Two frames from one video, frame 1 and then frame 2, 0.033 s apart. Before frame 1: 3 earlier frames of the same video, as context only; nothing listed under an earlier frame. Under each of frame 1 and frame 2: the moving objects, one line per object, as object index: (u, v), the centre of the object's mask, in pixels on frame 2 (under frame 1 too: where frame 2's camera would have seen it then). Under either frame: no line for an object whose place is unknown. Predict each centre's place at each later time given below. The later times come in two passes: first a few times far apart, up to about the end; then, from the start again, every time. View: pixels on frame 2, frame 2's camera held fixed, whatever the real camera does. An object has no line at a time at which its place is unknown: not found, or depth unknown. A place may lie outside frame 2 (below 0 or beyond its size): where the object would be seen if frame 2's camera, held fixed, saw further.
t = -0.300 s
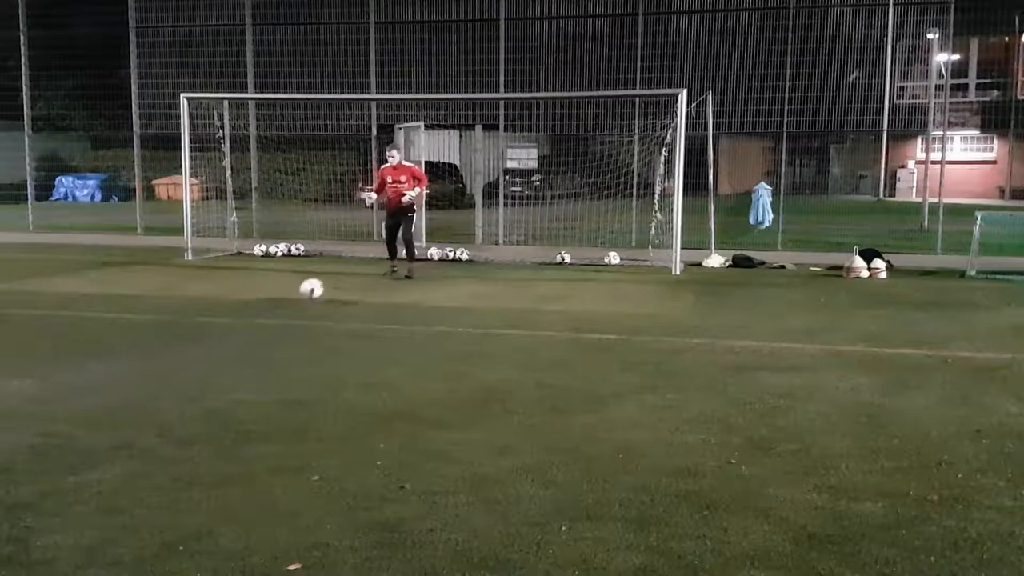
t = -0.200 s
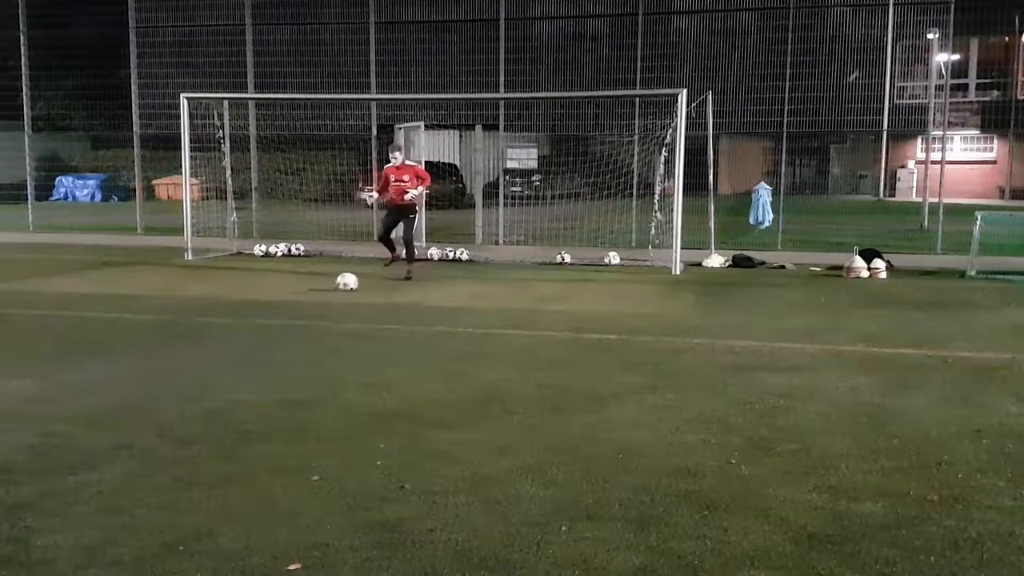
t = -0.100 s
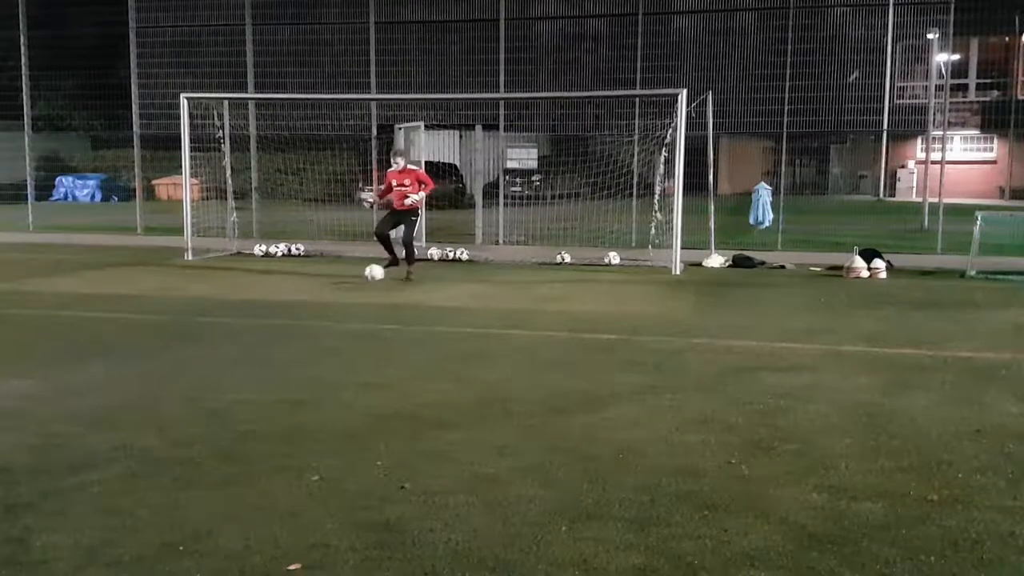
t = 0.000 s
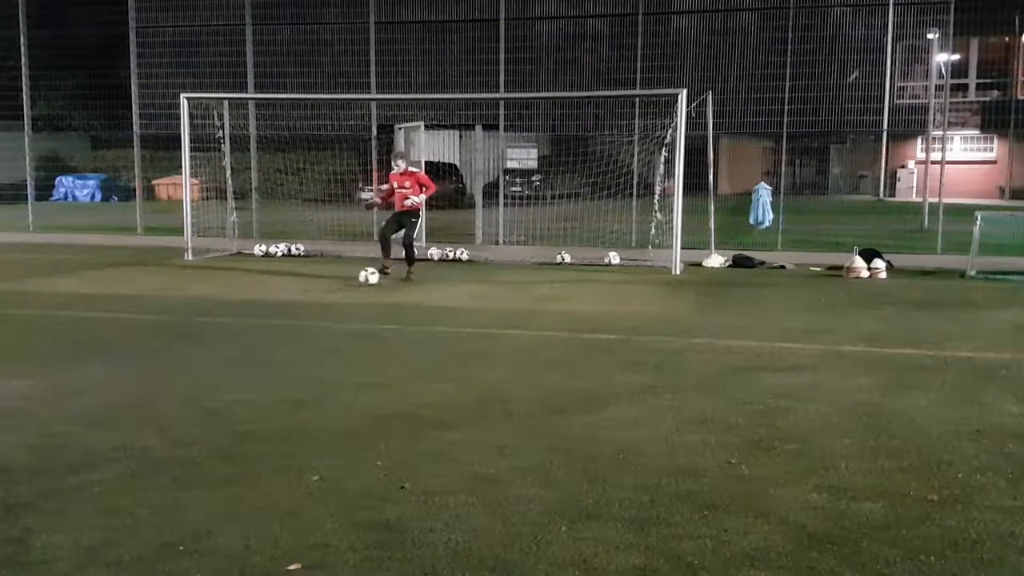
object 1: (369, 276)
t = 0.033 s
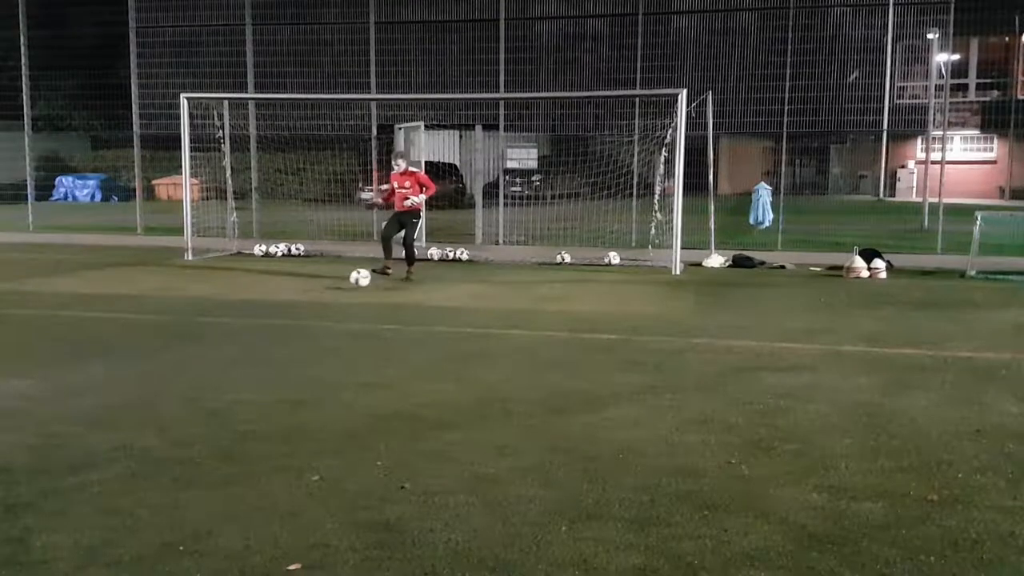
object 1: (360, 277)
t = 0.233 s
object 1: (299, 298)
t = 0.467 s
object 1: (203, 330)
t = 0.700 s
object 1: (74, 375)
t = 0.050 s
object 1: (356, 278)
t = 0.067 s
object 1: (351, 280)
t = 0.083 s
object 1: (346, 282)
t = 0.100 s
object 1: (341, 284)
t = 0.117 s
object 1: (336, 286)
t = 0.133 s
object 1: (331, 288)
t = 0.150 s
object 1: (325, 291)
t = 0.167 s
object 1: (320, 294)
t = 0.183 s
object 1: (315, 294)
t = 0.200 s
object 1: (309, 295)
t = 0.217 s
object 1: (304, 296)
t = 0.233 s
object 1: (299, 298)
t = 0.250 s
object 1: (293, 299)
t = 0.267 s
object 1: (286, 302)
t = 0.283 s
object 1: (280, 304)
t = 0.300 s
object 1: (273, 307)
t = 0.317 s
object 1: (267, 310)
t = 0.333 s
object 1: (260, 313)
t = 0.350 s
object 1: (254, 315)
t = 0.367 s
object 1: (247, 315)
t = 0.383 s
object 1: (240, 318)
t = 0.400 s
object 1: (233, 318)
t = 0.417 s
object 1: (225, 321)
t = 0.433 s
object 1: (218, 324)
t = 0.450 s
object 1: (211, 326)
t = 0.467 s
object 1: (203, 330)
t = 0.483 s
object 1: (194, 334)
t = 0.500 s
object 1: (185, 338)
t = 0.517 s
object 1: (177, 341)
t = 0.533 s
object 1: (169, 341)
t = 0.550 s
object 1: (161, 343)
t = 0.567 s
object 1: (152, 344)
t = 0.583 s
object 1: (144, 346)
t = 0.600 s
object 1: (135, 348)
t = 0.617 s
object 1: (125, 351)
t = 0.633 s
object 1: (116, 355)
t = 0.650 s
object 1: (105, 360)
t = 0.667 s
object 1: (95, 363)
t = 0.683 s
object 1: (85, 369)
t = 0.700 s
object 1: (74, 375)
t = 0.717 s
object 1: (64, 379)
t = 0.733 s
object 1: (54, 380)
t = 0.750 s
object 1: (43, 382)
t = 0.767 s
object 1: (33, 383)
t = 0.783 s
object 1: (23, 386)
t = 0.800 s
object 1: (16, 390)
